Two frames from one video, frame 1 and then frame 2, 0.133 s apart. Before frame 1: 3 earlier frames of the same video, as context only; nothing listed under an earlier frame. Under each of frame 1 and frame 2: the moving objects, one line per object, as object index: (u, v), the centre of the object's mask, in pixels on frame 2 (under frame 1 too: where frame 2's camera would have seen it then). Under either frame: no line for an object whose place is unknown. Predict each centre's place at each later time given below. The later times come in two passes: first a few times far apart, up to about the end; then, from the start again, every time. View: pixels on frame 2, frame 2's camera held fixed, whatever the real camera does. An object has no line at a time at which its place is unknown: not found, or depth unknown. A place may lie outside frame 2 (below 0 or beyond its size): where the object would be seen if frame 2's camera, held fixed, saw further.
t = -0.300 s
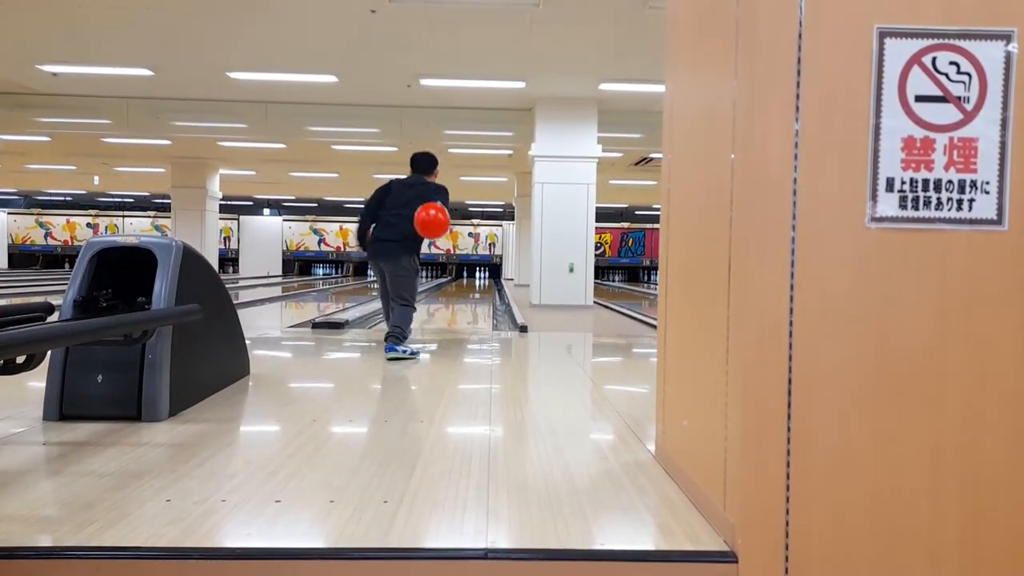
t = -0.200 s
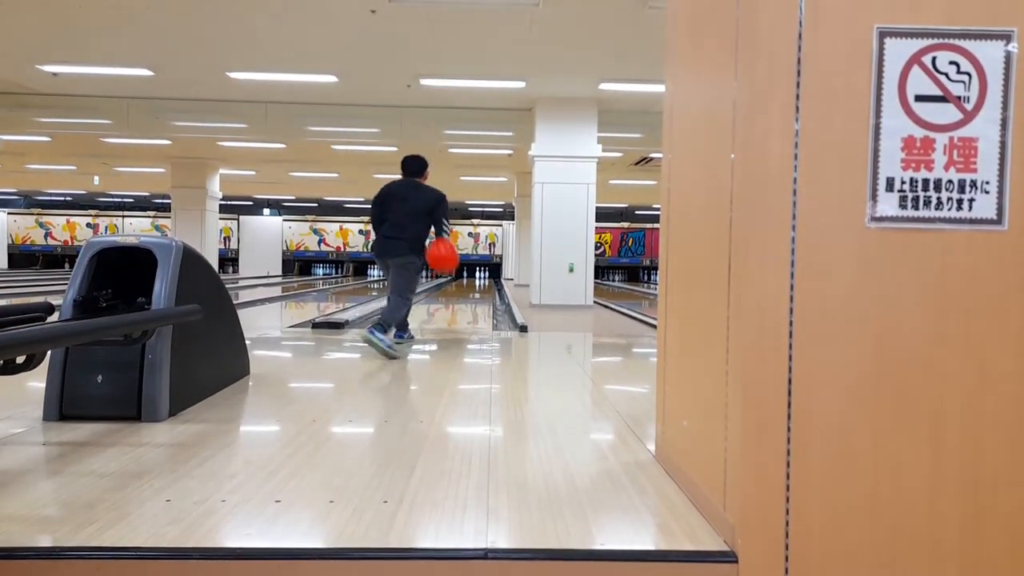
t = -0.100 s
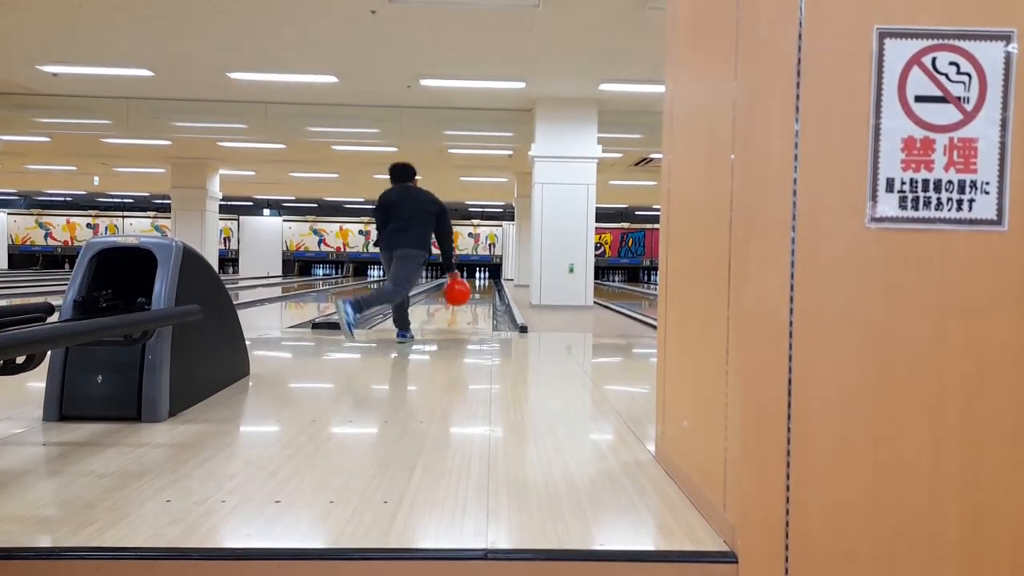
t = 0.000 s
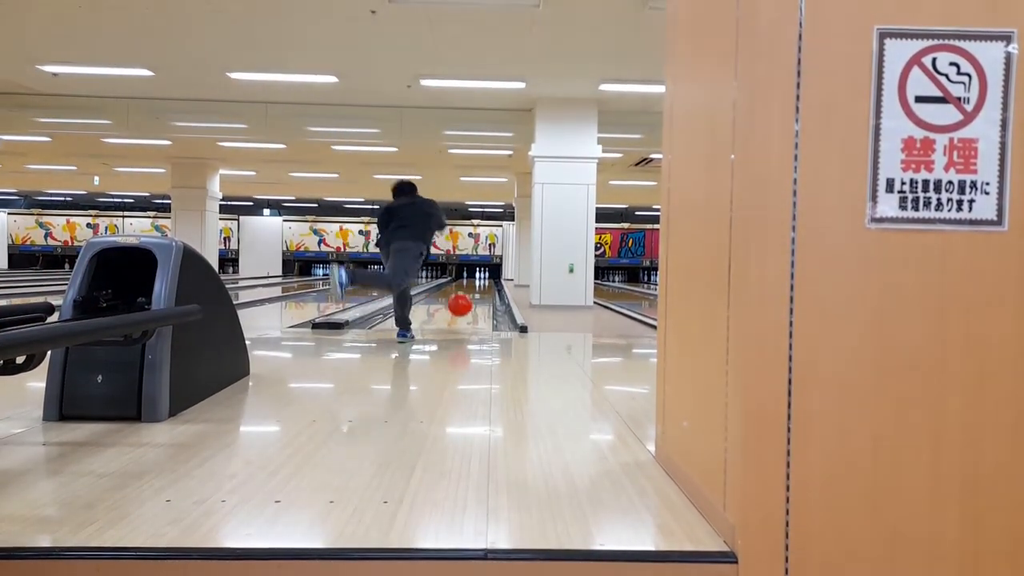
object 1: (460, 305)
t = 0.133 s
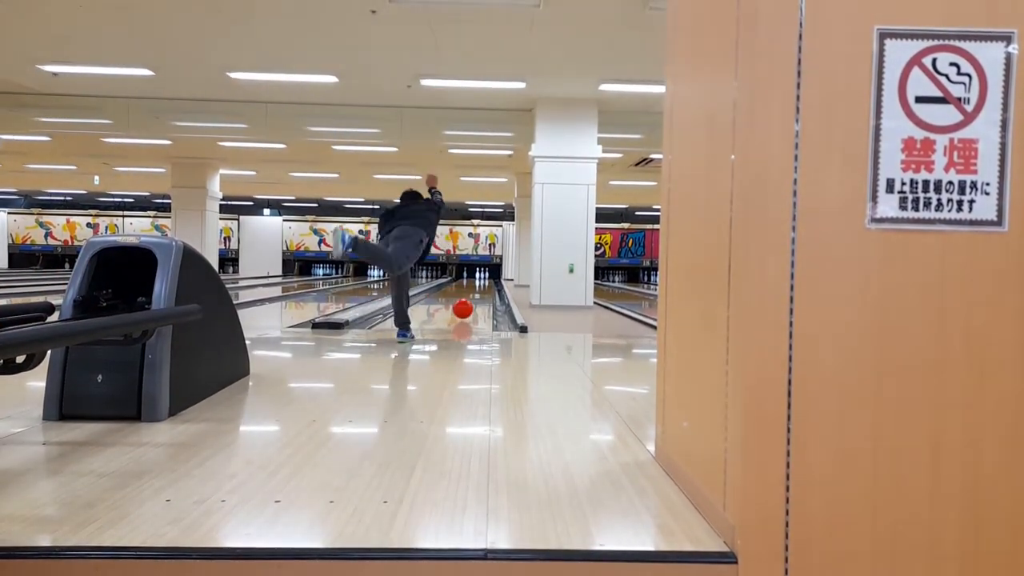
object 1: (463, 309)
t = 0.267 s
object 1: (465, 303)
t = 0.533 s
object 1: (468, 295)
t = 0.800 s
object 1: (470, 290)
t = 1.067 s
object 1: (471, 285)
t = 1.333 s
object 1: (471, 282)
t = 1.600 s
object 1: (472, 280)
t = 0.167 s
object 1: (463, 308)
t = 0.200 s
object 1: (464, 307)
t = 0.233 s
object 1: (464, 305)
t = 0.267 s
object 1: (465, 303)
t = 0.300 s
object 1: (466, 302)
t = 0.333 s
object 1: (466, 301)
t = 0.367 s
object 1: (467, 300)
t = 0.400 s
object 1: (467, 298)
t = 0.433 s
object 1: (467, 297)
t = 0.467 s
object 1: (467, 296)
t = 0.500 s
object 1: (468, 296)
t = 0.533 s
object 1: (468, 295)
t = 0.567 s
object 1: (468, 294)
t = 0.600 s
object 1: (469, 293)
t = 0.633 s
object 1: (469, 292)
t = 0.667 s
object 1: (469, 292)
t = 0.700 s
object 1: (470, 291)
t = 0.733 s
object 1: (470, 290)
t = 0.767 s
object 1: (470, 290)
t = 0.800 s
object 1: (470, 290)
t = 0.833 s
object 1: (470, 289)
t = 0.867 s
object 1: (470, 288)
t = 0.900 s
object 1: (470, 288)
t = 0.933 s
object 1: (471, 287)
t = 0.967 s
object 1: (470, 287)
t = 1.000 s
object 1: (471, 286)
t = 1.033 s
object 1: (471, 286)
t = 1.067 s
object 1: (471, 285)
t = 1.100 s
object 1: (471, 285)
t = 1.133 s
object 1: (471, 285)
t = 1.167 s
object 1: (471, 284)
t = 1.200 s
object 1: (471, 284)
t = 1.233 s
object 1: (471, 283)
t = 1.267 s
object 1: (471, 283)
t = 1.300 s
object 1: (471, 283)
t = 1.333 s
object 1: (471, 282)
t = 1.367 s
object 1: (472, 282)
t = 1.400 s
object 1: (472, 281)
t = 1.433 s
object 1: (472, 281)
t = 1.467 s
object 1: (472, 281)
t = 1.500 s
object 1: (472, 281)
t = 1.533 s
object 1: (472, 280)
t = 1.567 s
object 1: (472, 280)
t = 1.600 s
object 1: (472, 280)
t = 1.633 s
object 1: (472, 280)
